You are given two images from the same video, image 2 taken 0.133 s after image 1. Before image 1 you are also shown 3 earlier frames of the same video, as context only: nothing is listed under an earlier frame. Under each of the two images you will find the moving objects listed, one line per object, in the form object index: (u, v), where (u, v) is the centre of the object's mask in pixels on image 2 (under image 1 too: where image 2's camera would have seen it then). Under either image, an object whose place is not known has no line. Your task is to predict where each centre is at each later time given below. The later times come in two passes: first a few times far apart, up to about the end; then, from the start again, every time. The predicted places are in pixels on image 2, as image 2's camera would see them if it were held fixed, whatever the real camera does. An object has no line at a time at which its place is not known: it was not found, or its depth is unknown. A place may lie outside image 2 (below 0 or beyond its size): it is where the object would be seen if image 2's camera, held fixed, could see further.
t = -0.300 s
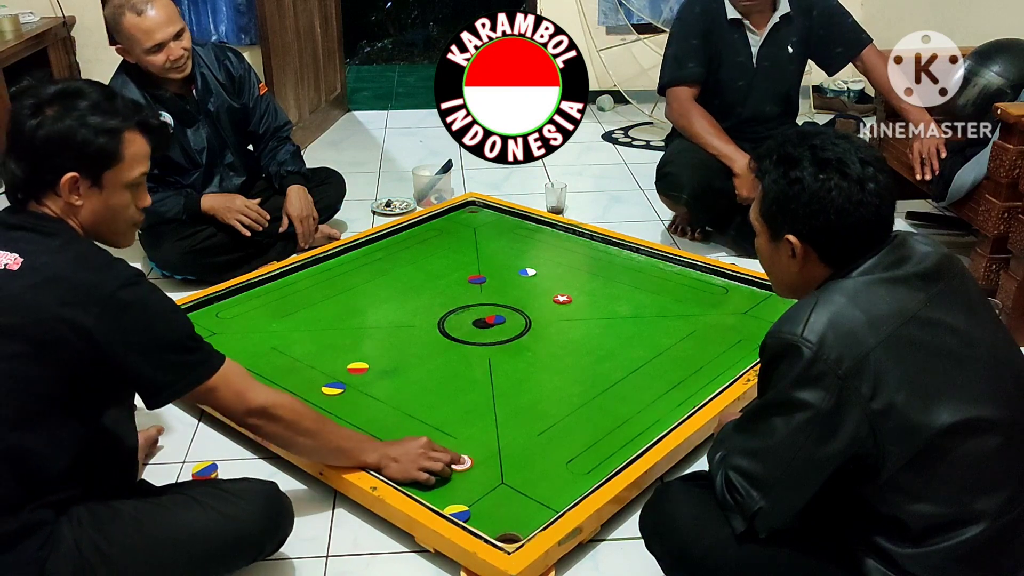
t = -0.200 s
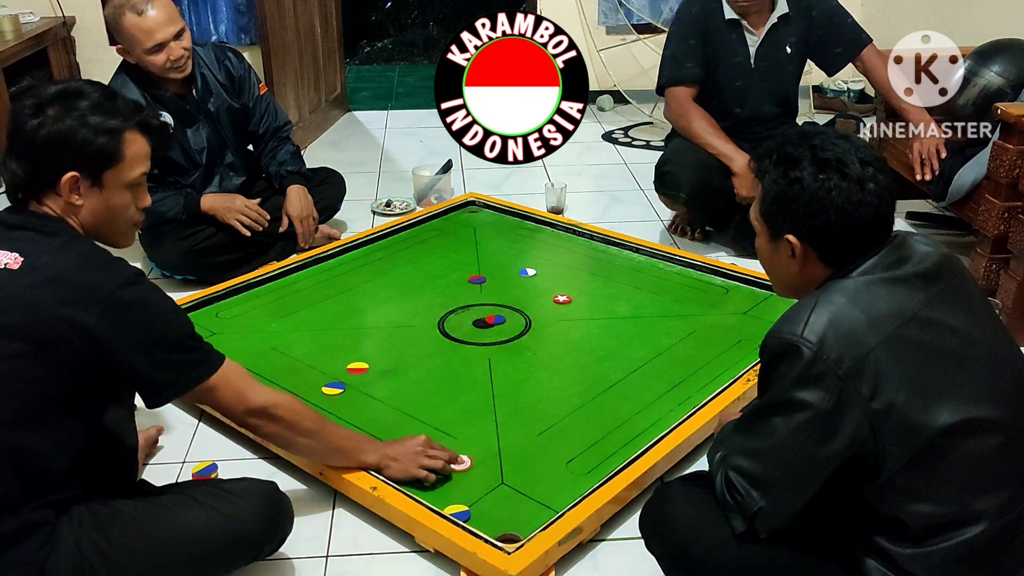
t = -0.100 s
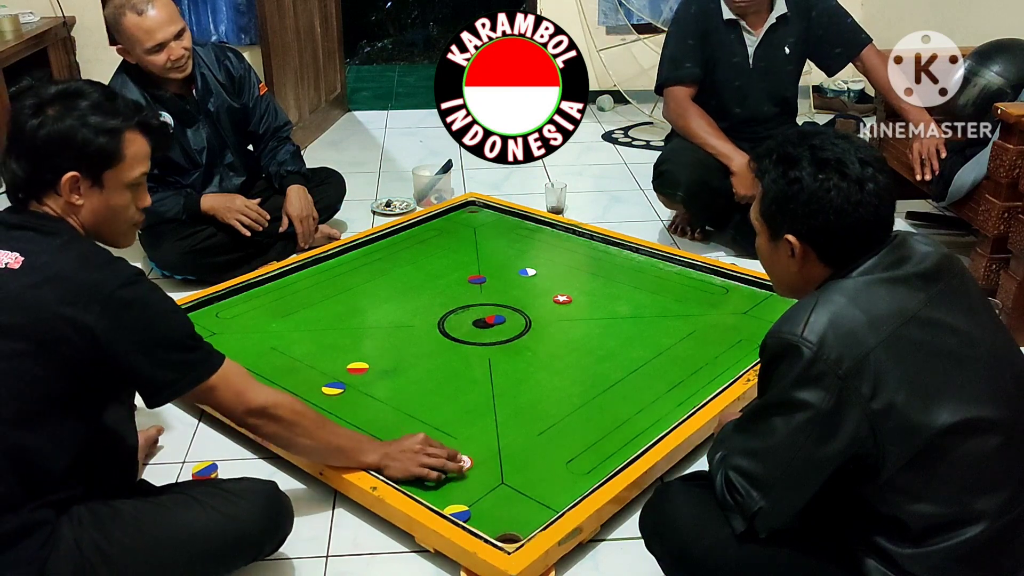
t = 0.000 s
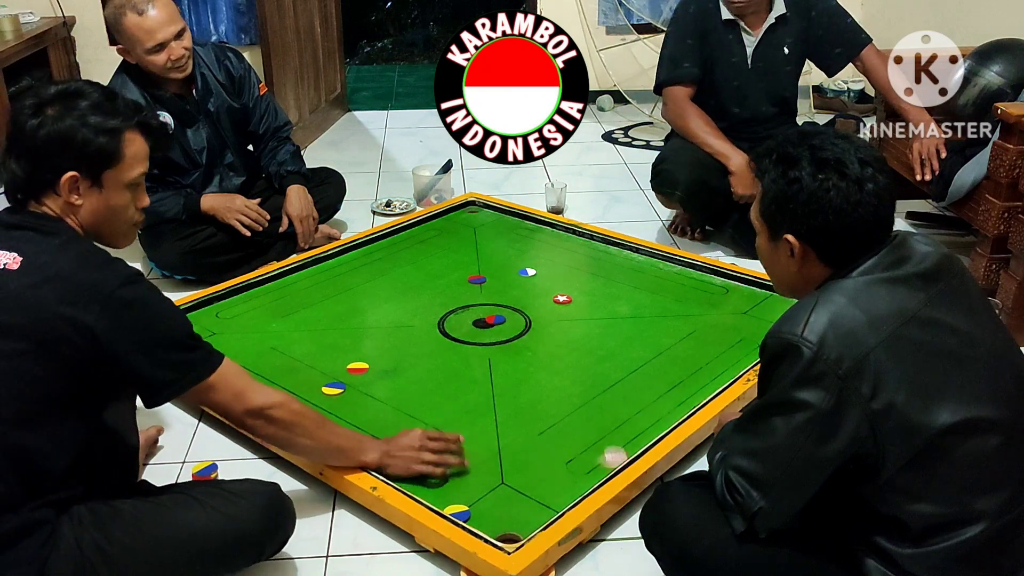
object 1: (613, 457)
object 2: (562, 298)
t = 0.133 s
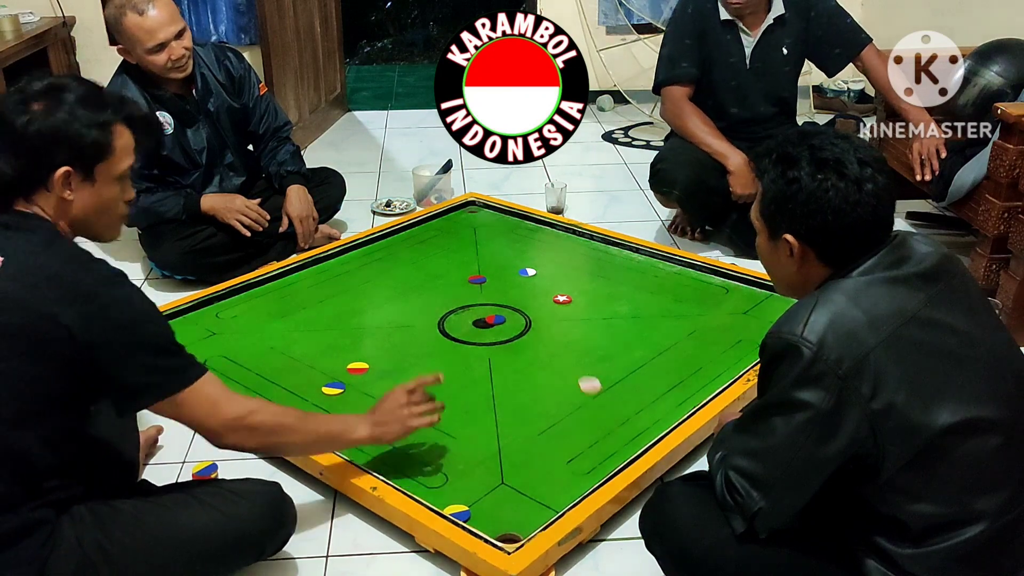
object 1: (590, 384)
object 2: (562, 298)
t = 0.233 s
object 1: (573, 341)
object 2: (562, 299)
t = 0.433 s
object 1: (538, 305)
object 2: (572, 268)
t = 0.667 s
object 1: (490, 301)
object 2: (533, 243)
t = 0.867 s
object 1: (451, 299)
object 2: (454, 249)
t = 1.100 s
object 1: (407, 296)
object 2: (362, 256)
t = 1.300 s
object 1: (371, 293)
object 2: (336, 273)
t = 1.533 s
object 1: (345, 293)
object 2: (308, 293)
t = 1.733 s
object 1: (353, 300)
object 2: (254, 304)
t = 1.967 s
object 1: (360, 308)
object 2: (192, 316)
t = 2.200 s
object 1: (369, 315)
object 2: (148, 338)
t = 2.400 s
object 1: (375, 321)
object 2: (168, 335)
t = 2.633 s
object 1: (384, 328)
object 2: (191, 331)
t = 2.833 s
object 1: (391, 334)
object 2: (209, 328)
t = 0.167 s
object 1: (584, 369)
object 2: (562, 299)
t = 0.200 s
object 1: (579, 355)
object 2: (562, 299)
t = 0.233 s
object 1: (573, 341)
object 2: (562, 299)
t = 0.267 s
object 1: (569, 329)
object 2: (562, 299)
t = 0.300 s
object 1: (564, 317)
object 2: (562, 299)
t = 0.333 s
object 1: (560, 307)
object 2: (563, 297)
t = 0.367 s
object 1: (553, 306)
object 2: (566, 287)
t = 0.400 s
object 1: (546, 305)
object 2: (569, 277)
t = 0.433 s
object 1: (538, 305)
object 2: (572, 268)
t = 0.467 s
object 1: (531, 304)
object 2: (574, 259)
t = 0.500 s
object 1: (524, 304)
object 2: (576, 251)
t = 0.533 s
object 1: (517, 303)
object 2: (579, 243)
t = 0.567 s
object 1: (510, 303)
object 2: (571, 240)
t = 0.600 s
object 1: (503, 302)
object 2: (558, 241)
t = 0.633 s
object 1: (497, 302)
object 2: (545, 242)
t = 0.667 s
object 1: (490, 301)
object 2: (533, 243)
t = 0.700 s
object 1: (483, 301)
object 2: (519, 244)
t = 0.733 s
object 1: (476, 300)
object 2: (507, 245)
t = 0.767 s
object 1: (470, 299)
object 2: (493, 246)
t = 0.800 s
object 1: (464, 299)
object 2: (480, 247)
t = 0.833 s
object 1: (457, 299)
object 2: (468, 248)
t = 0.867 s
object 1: (451, 299)
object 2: (454, 249)
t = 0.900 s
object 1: (444, 298)
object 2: (441, 250)
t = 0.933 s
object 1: (438, 298)
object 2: (428, 251)
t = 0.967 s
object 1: (432, 298)
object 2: (415, 252)
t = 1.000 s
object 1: (425, 297)
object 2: (401, 253)
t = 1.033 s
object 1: (419, 297)
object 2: (388, 254)
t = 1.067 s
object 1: (413, 296)
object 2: (375, 255)
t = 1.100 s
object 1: (407, 296)
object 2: (362, 256)
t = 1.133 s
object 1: (401, 295)
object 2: (348, 257)
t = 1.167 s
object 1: (395, 295)
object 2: (343, 260)
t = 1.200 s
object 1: (389, 294)
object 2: (341, 263)
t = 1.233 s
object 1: (383, 293)
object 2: (340, 266)
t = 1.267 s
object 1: (378, 293)
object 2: (338, 270)
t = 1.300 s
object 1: (371, 293)
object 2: (336, 273)
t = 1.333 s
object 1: (365, 293)
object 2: (334, 276)
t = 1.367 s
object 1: (359, 292)
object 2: (332, 279)
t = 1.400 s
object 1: (354, 292)
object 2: (330, 283)
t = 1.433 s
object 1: (349, 292)
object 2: (328, 286)
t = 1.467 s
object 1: (344, 292)
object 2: (325, 289)
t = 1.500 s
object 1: (344, 292)
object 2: (317, 291)
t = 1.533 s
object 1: (345, 293)
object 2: (308, 293)
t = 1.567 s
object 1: (347, 295)
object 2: (299, 295)
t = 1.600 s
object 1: (348, 296)
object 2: (290, 297)
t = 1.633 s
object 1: (349, 297)
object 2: (281, 298)
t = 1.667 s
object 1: (350, 298)
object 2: (272, 300)
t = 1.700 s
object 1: (352, 299)
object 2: (263, 302)
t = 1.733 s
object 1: (353, 300)
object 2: (254, 304)
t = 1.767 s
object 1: (354, 302)
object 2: (245, 305)
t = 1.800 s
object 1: (355, 303)
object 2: (236, 307)
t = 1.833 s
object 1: (356, 304)
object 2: (227, 309)
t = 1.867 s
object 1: (357, 305)
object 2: (218, 311)
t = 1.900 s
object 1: (358, 306)
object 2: (209, 313)
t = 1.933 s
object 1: (359, 307)
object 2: (200, 314)
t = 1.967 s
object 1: (360, 308)
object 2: (192, 316)
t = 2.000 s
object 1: (361, 309)
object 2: (186, 319)
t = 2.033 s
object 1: (363, 310)
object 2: (180, 322)
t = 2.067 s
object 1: (363, 312)
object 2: (173, 325)
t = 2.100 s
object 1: (365, 313)
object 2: (167, 329)
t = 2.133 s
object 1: (366, 313)
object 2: (160, 332)
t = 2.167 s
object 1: (368, 314)
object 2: (153, 335)
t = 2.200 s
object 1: (369, 315)
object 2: (148, 338)
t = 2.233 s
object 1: (370, 316)
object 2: (148, 339)
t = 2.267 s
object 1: (370, 318)
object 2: (151, 338)
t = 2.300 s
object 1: (372, 319)
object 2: (155, 338)
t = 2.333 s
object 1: (373, 320)
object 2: (160, 337)
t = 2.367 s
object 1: (374, 321)
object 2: (164, 336)
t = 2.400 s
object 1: (375, 321)
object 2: (168, 335)
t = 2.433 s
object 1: (377, 322)
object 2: (172, 335)
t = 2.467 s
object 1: (378, 323)
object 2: (175, 334)
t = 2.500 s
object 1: (379, 324)
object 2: (178, 333)
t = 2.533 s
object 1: (380, 325)
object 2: (181, 333)
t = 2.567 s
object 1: (382, 326)
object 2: (185, 332)
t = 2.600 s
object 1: (383, 327)
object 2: (188, 332)
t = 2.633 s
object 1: (384, 328)
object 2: (191, 331)
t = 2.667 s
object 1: (385, 329)
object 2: (194, 330)
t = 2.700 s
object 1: (386, 330)
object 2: (197, 330)
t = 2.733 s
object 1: (387, 331)
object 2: (200, 329)
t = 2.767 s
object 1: (388, 332)
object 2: (203, 329)
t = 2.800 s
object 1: (389, 333)
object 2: (206, 328)
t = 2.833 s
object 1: (391, 334)
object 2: (209, 328)
